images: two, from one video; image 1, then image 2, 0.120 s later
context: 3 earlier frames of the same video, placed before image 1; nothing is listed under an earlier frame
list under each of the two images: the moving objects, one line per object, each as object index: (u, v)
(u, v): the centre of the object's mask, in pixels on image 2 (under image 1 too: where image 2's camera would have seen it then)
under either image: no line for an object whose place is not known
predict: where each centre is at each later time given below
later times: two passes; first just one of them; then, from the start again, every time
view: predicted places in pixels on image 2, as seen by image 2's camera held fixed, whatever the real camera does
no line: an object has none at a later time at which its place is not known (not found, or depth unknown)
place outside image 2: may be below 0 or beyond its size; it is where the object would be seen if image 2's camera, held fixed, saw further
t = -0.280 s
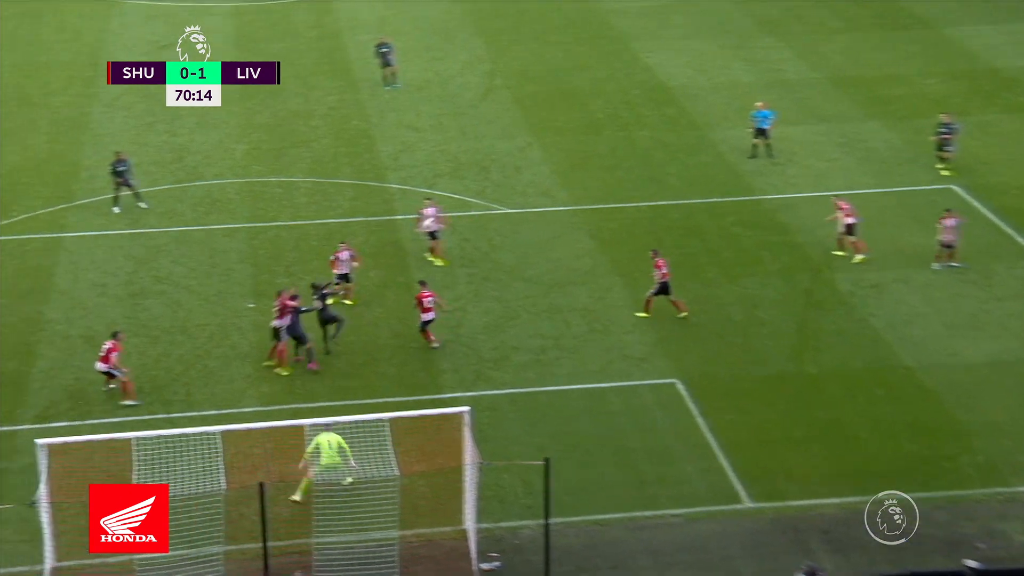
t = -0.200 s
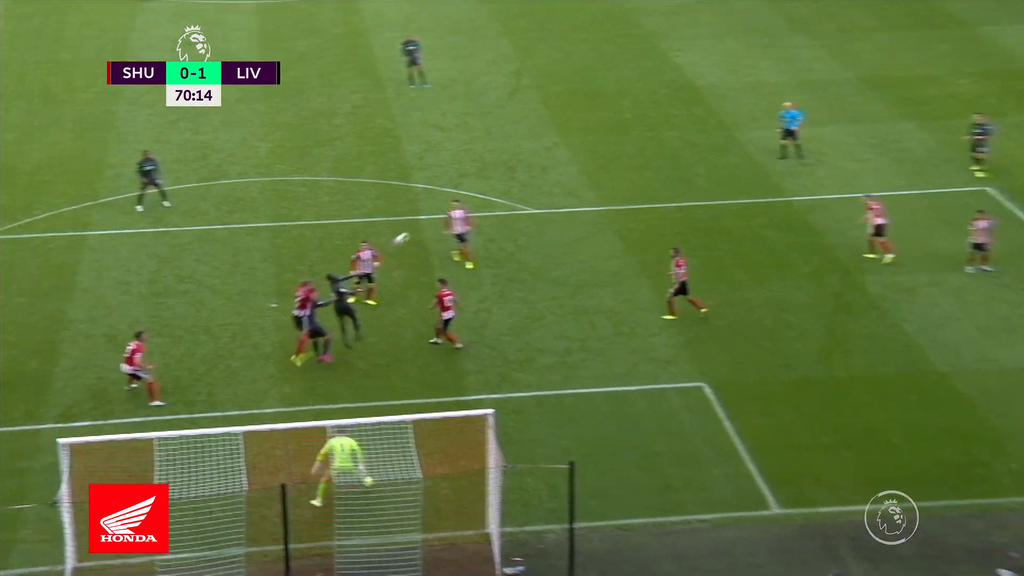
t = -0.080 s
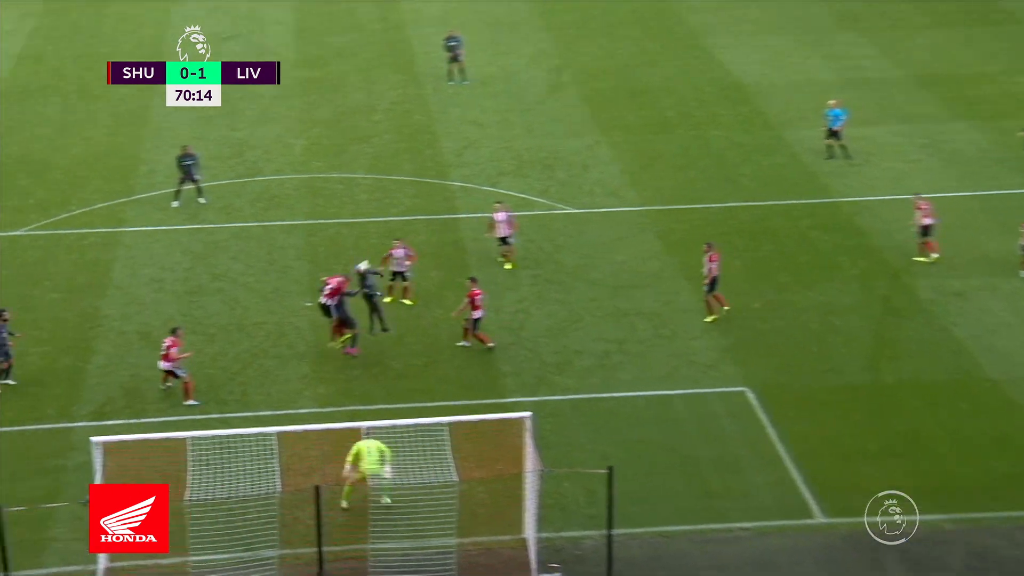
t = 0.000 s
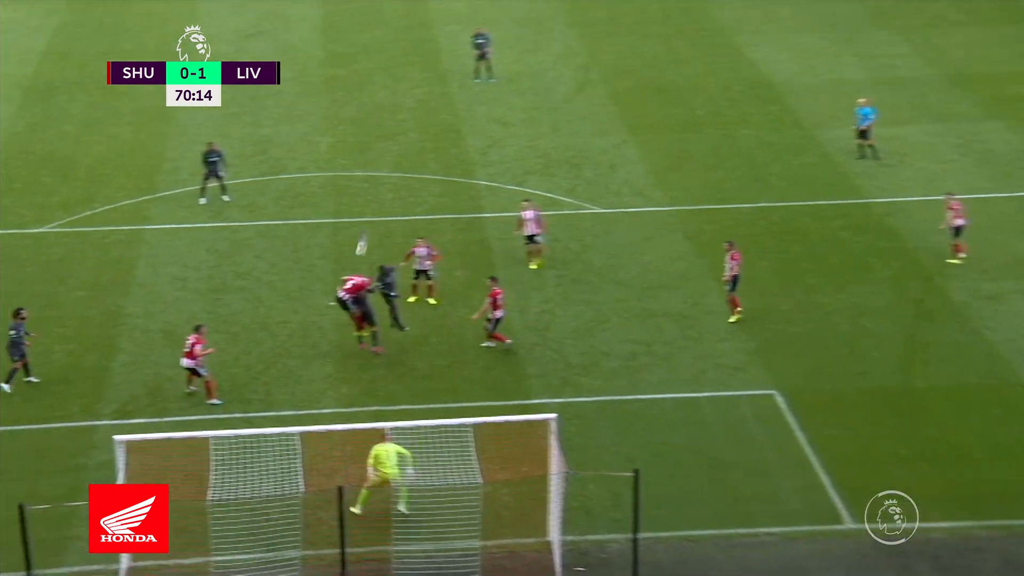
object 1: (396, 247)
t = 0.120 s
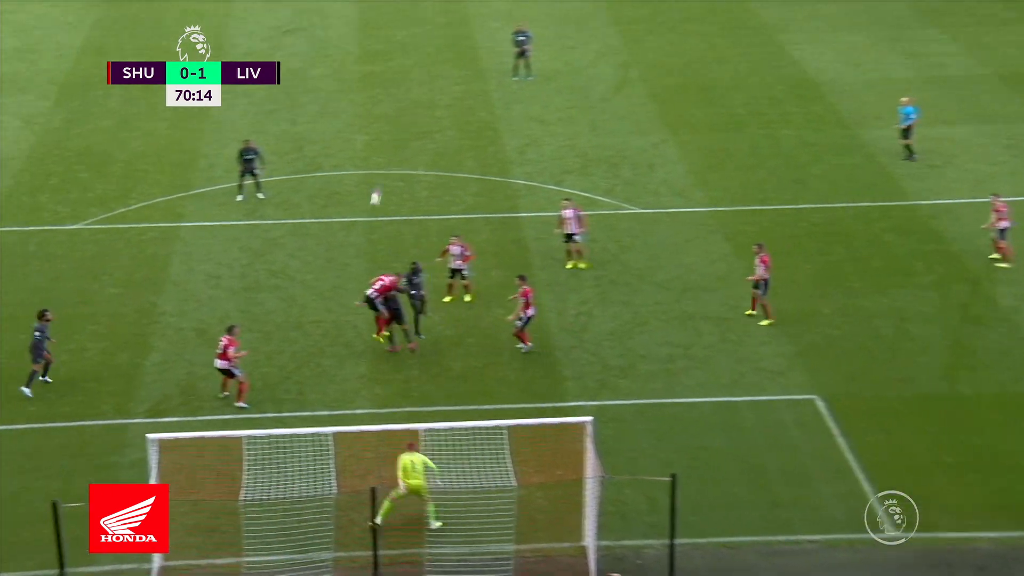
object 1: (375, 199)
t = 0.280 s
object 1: (349, 147)
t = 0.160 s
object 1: (369, 184)
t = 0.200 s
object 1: (362, 171)
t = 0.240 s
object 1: (355, 159)
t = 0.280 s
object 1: (349, 147)
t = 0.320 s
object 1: (342, 135)
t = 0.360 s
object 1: (337, 126)
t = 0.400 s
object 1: (330, 117)
